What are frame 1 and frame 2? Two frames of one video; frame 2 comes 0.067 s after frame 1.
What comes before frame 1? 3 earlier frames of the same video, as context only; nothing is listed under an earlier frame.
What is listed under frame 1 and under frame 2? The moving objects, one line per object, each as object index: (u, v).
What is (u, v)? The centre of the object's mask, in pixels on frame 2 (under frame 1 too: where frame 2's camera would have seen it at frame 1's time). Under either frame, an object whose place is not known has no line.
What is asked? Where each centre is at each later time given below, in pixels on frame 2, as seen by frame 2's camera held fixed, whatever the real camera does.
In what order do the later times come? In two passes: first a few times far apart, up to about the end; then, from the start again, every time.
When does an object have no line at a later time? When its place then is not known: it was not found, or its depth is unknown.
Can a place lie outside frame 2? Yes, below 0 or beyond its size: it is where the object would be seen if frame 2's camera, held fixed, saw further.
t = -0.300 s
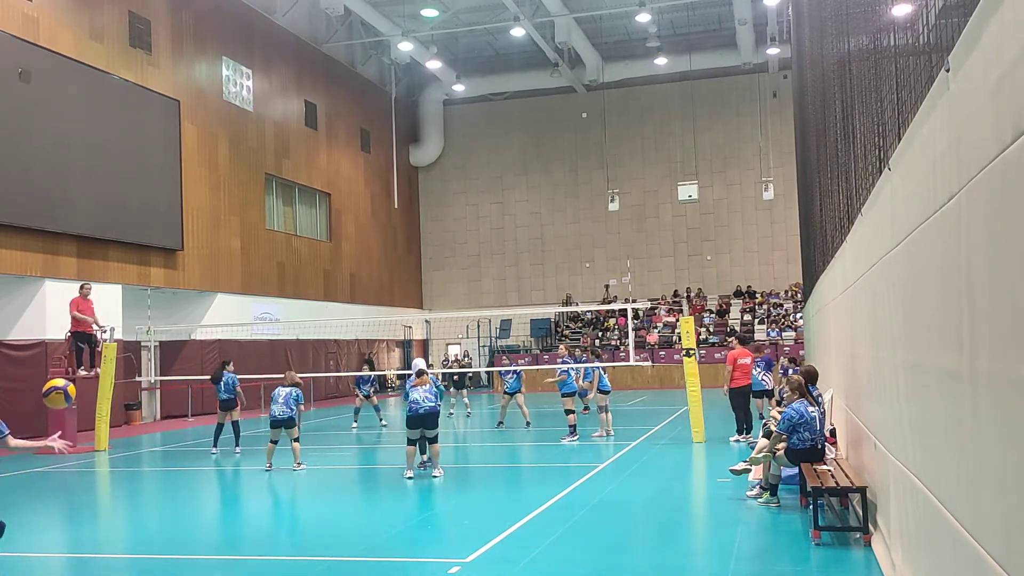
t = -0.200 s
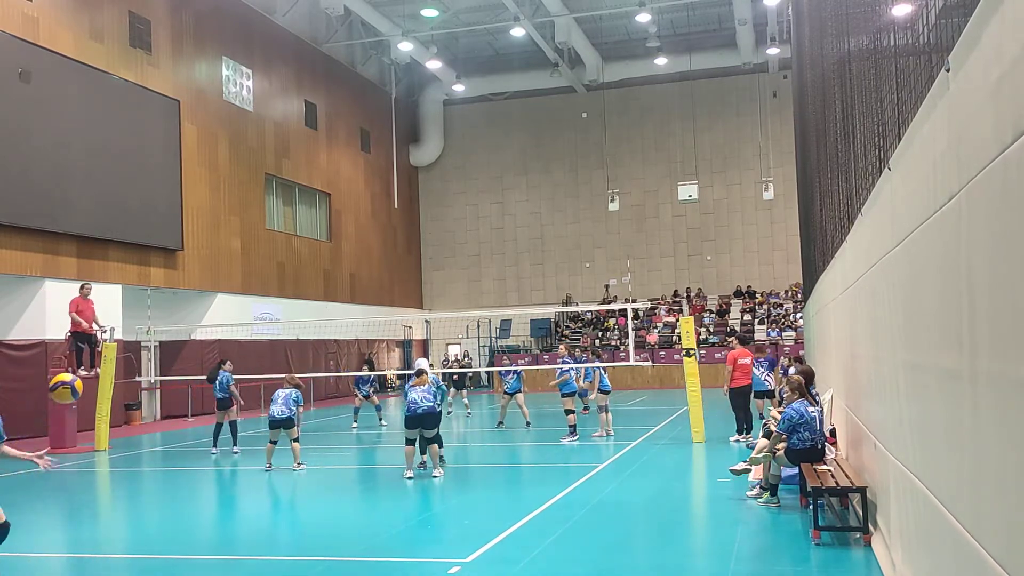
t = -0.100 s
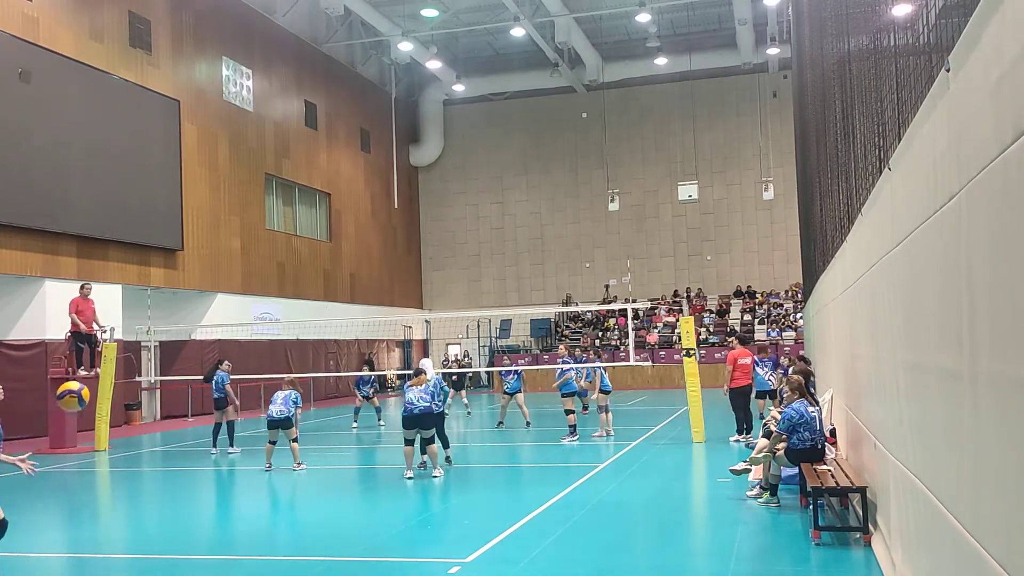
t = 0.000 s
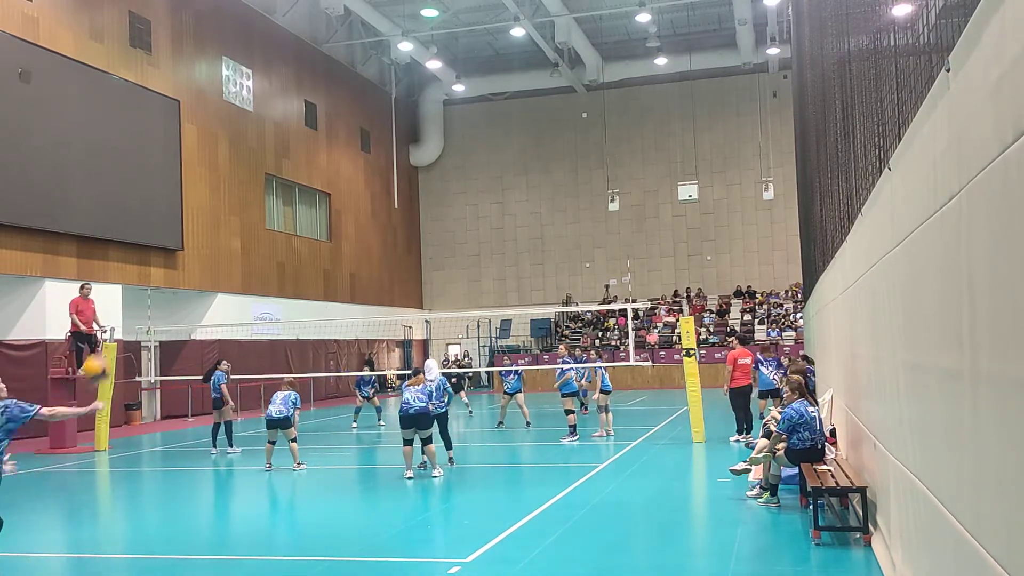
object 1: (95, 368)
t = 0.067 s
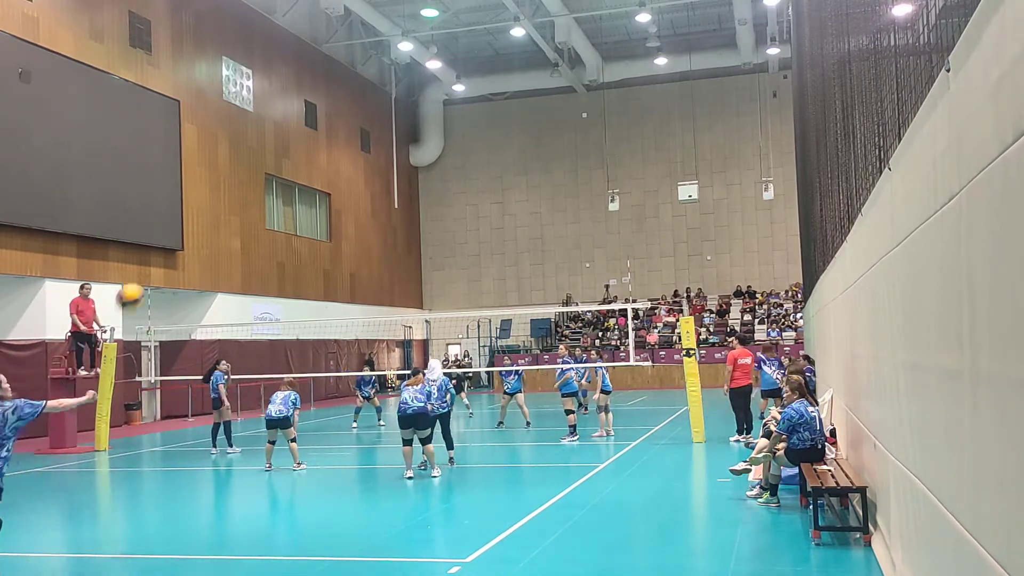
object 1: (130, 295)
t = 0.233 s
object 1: (189, 180)
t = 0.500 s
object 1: (252, 99)
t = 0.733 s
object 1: (289, 86)
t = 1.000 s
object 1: (319, 109)
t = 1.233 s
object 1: (341, 153)
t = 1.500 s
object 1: (364, 222)
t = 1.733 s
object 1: (382, 293)
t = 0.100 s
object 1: (144, 267)
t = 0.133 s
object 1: (158, 242)
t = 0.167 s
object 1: (169, 219)
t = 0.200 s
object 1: (179, 199)
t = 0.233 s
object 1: (189, 180)
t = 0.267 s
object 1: (199, 165)
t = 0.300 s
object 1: (209, 151)
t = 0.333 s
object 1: (218, 138)
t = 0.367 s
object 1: (226, 128)
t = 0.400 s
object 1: (233, 119)
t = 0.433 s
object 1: (240, 111)
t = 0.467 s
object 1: (247, 105)
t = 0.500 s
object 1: (252, 99)
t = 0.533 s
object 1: (259, 94)
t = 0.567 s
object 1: (265, 91)
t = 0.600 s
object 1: (270, 88)
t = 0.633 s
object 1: (275, 87)
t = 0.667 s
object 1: (280, 86)
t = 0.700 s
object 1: (284, 85)
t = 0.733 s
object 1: (289, 86)
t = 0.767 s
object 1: (293, 87)
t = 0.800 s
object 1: (298, 89)
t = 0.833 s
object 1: (302, 91)
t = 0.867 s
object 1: (305, 94)
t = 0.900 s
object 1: (309, 98)
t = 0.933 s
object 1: (312, 102)
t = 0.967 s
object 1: (316, 105)
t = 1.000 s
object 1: (319, 109)
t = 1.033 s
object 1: (323, 115)
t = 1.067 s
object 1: (326, 121)
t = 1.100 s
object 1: (329, 127)
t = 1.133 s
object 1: (332, 133)
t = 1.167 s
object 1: (334, 139)
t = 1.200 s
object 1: (338, 147)
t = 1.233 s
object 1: (341, 153)
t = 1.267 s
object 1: (344, 161)
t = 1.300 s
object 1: (347, 169)
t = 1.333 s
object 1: (350, 177)
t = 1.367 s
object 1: (352, 185)
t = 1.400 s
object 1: (356, 195)
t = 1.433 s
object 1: (359, 203)
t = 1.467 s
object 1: (362, 213)
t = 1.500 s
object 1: (364, 222)
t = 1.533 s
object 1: (367, 231)
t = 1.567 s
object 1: (370, 241)
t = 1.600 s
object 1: (371, 251)
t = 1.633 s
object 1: (375, 262)
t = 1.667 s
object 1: (377, 272)
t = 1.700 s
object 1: (380, 283)
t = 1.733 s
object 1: (382, 293)
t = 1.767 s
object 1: (384, 304)
